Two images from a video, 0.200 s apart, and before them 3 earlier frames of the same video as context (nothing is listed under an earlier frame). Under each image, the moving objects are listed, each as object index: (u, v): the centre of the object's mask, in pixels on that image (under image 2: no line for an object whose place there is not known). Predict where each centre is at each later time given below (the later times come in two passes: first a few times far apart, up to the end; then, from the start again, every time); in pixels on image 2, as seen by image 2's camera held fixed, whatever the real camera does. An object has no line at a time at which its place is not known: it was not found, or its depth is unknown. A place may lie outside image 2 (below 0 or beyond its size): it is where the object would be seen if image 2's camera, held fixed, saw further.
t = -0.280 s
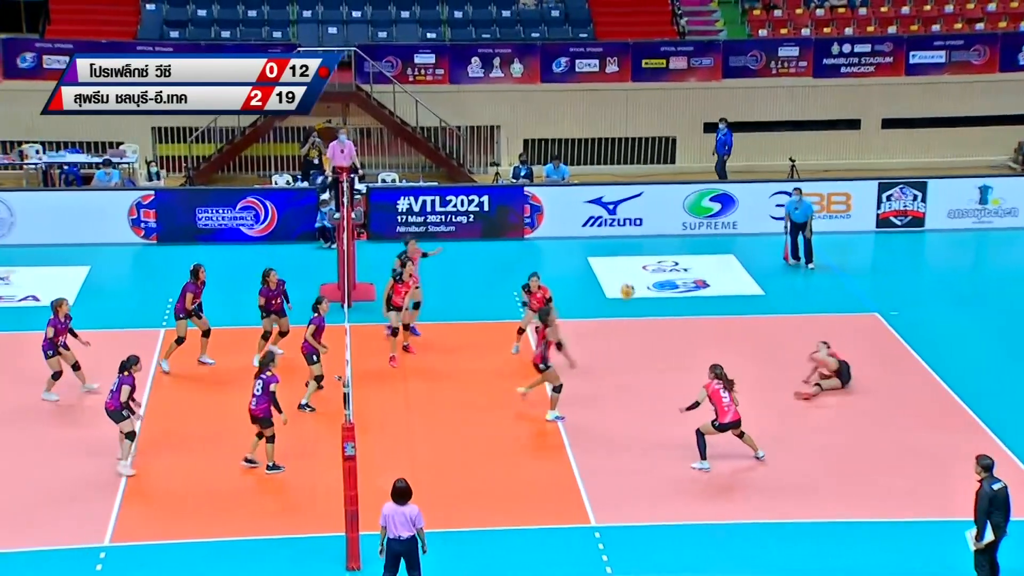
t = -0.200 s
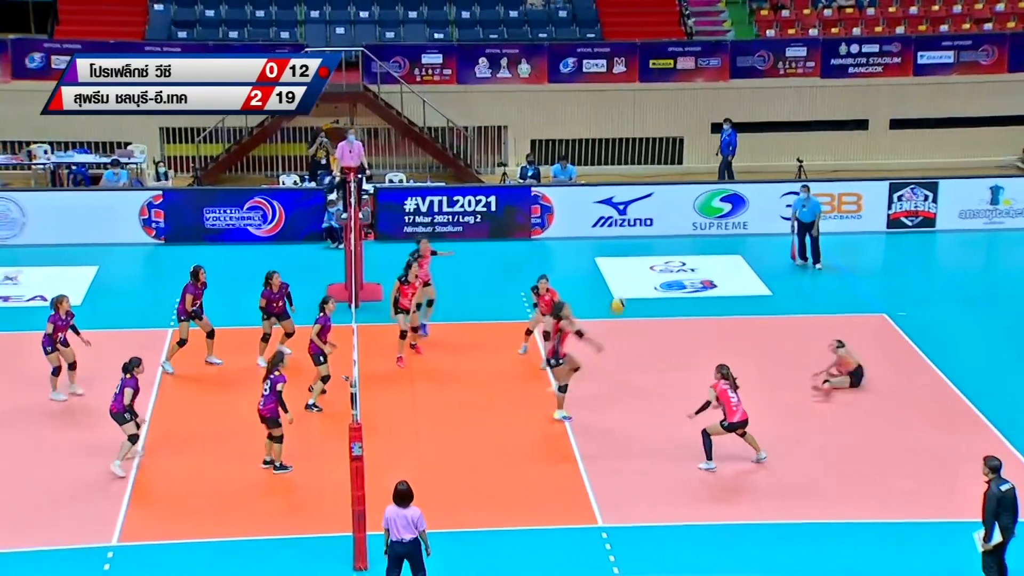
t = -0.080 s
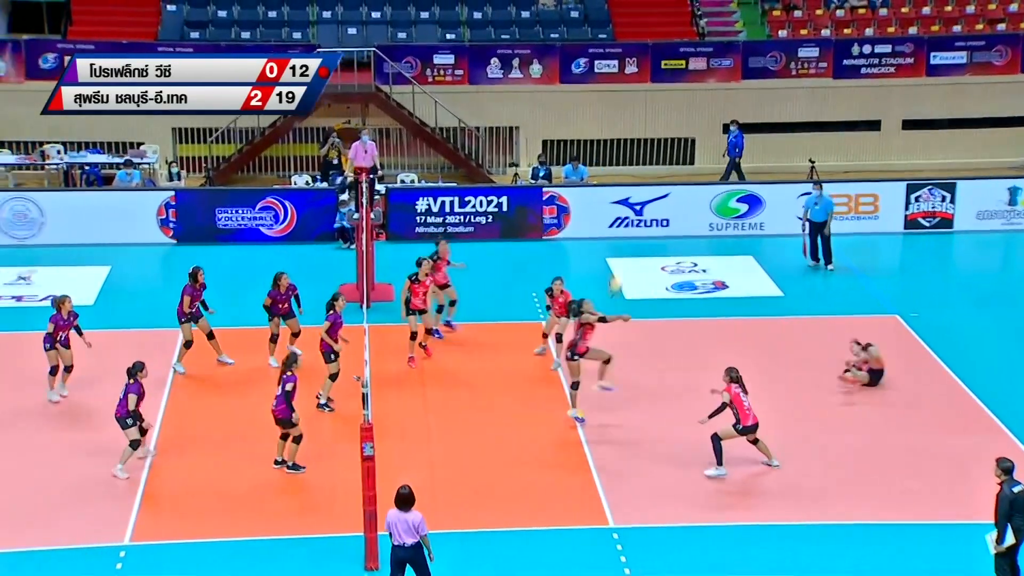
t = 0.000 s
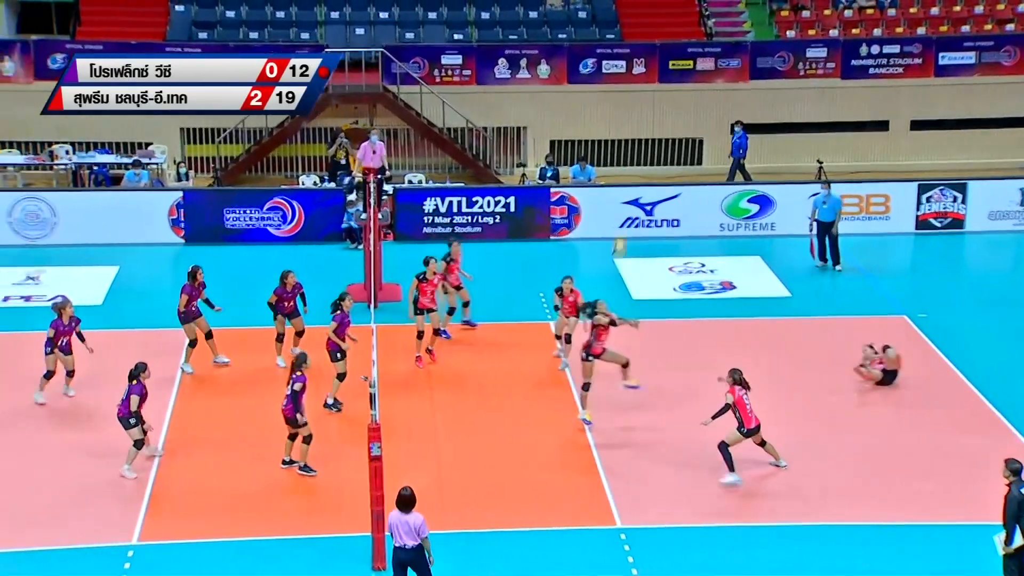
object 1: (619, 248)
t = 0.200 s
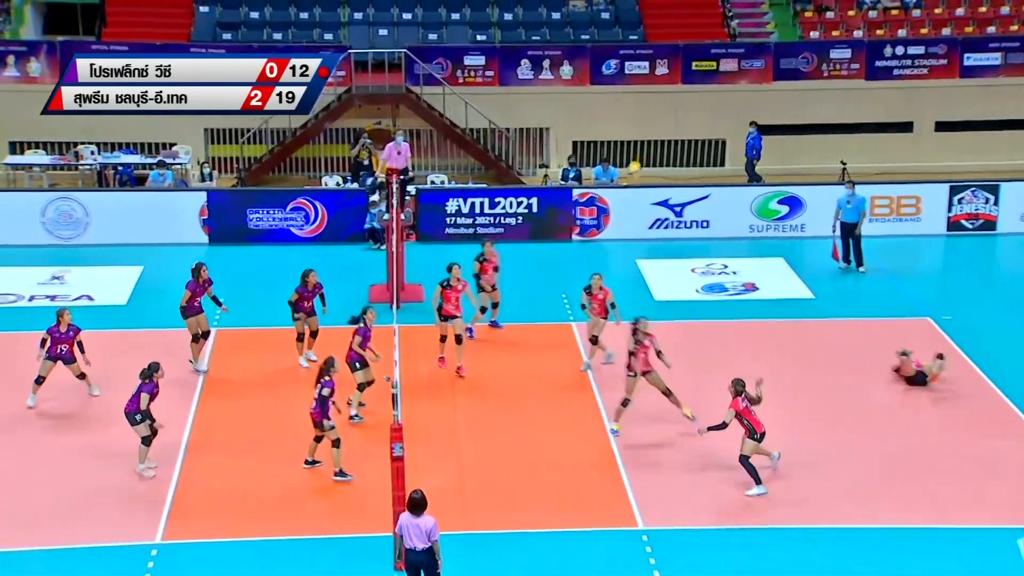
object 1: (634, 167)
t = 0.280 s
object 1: (632, 146)
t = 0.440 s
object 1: (627, 110)
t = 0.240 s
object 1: (632, 158)
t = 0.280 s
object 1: (632, 146)
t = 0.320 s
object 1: (631, 135)
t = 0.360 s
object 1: (630, 124)
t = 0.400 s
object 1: (628, 116)
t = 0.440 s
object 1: (627, 110)
